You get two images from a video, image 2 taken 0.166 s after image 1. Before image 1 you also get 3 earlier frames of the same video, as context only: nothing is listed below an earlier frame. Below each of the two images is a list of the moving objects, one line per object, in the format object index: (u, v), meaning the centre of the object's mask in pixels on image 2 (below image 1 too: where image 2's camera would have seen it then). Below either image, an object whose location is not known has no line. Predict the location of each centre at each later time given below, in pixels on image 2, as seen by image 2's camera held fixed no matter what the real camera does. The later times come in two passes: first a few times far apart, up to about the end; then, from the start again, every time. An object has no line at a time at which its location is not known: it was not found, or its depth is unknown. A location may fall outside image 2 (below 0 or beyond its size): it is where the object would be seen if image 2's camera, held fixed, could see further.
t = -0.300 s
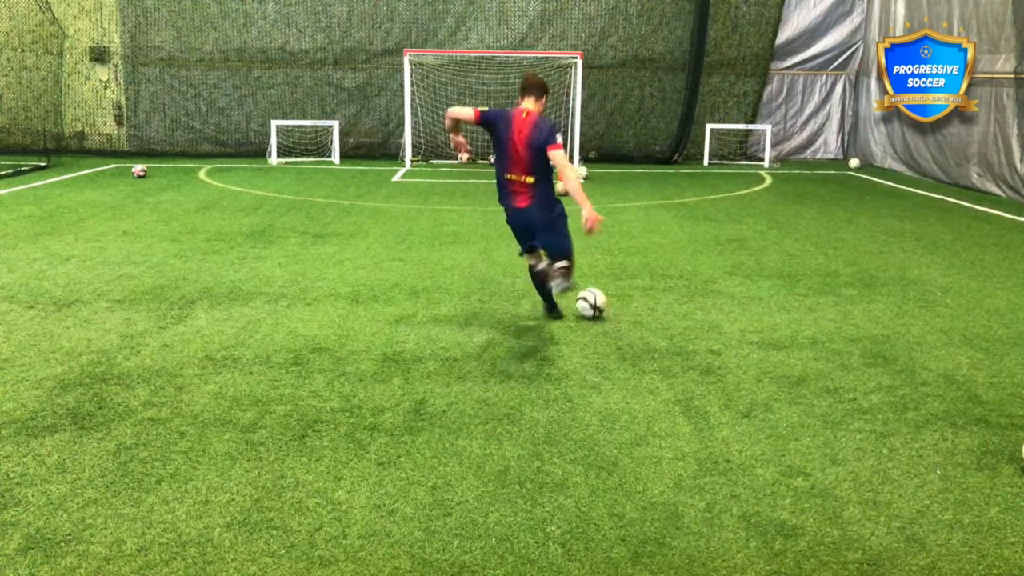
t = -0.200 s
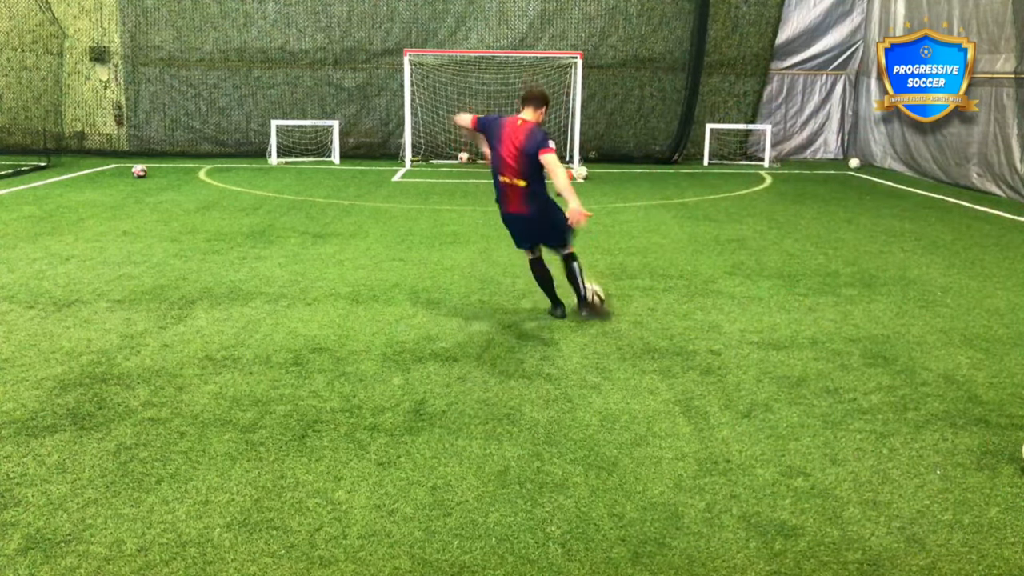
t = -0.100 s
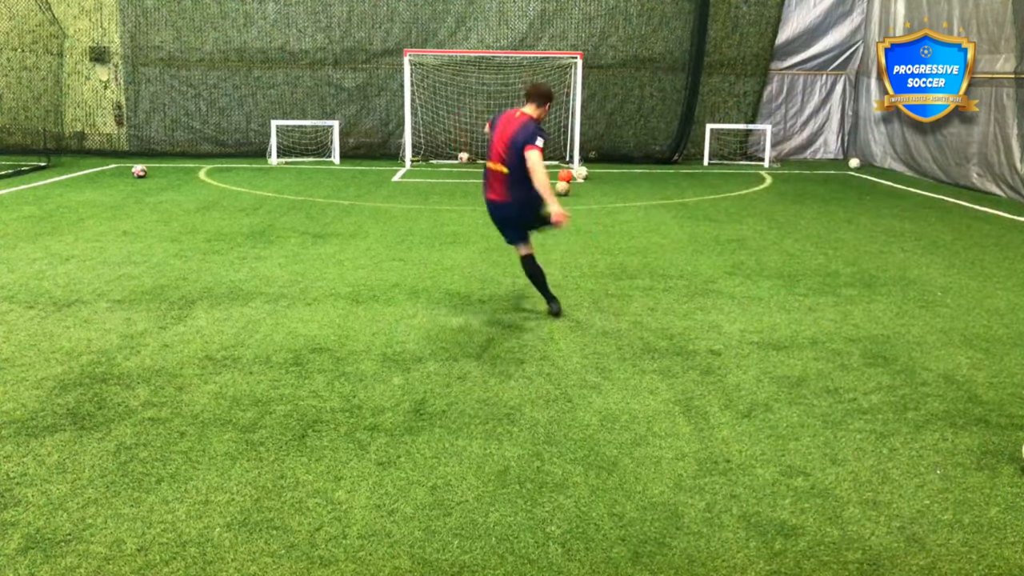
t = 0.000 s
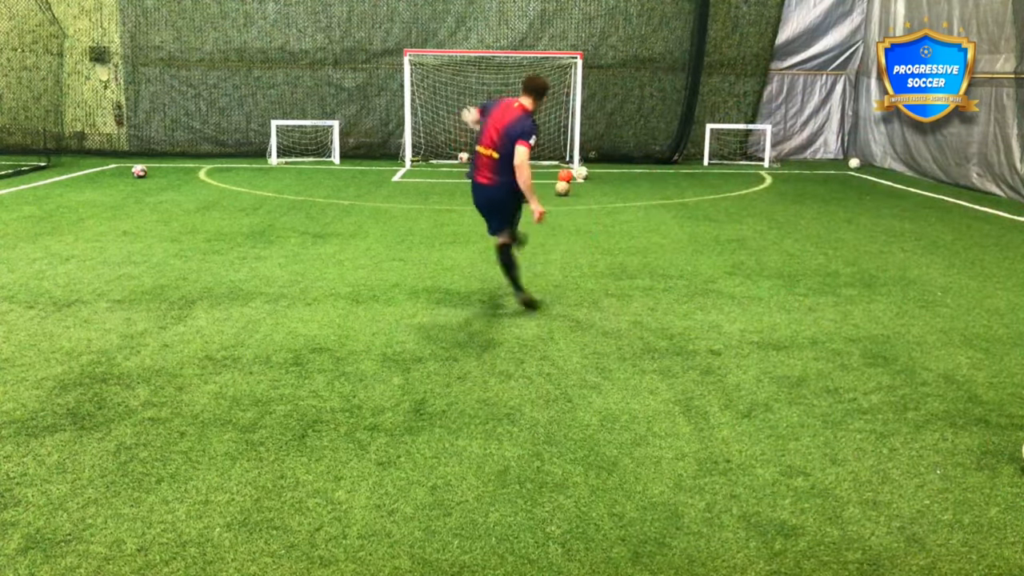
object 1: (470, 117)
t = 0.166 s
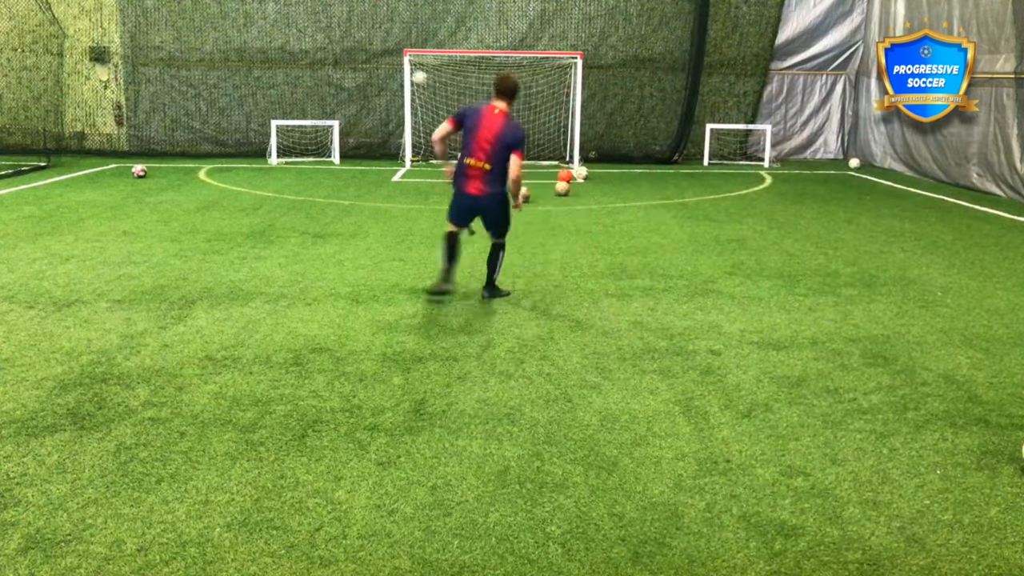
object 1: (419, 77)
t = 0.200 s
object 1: (413, 74)
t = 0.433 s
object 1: (294, 80)
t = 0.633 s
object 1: (209, 92)
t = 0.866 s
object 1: (134, 117)
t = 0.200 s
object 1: (413, 74)
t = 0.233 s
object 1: (403, 73)
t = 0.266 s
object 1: (390, 70)
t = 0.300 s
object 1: (369, 72)
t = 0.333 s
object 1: (349, 73)
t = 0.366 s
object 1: (331, 75)
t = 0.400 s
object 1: (312, 77)
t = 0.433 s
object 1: (294, 80)
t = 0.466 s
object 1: (278, 82)
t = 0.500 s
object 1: (262, 84)
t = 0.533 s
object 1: (247, 86)
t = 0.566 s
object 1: (234, 88)
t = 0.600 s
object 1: (222, 90)
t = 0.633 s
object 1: (209, 92)
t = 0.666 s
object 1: (197, 95)
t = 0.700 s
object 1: (185, 97)
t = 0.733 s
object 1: (174, 100)
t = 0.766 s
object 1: (164, 104)
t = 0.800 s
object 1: (154, 108)
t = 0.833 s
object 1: (144, 112)
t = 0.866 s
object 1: (134, 117)
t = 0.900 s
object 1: (124, 122)
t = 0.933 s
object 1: (114, 127)
